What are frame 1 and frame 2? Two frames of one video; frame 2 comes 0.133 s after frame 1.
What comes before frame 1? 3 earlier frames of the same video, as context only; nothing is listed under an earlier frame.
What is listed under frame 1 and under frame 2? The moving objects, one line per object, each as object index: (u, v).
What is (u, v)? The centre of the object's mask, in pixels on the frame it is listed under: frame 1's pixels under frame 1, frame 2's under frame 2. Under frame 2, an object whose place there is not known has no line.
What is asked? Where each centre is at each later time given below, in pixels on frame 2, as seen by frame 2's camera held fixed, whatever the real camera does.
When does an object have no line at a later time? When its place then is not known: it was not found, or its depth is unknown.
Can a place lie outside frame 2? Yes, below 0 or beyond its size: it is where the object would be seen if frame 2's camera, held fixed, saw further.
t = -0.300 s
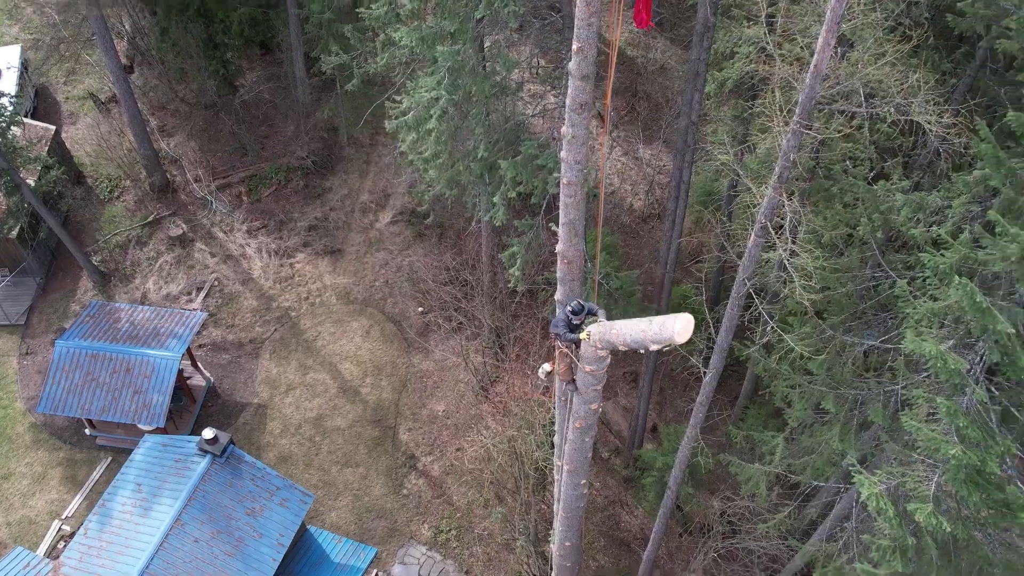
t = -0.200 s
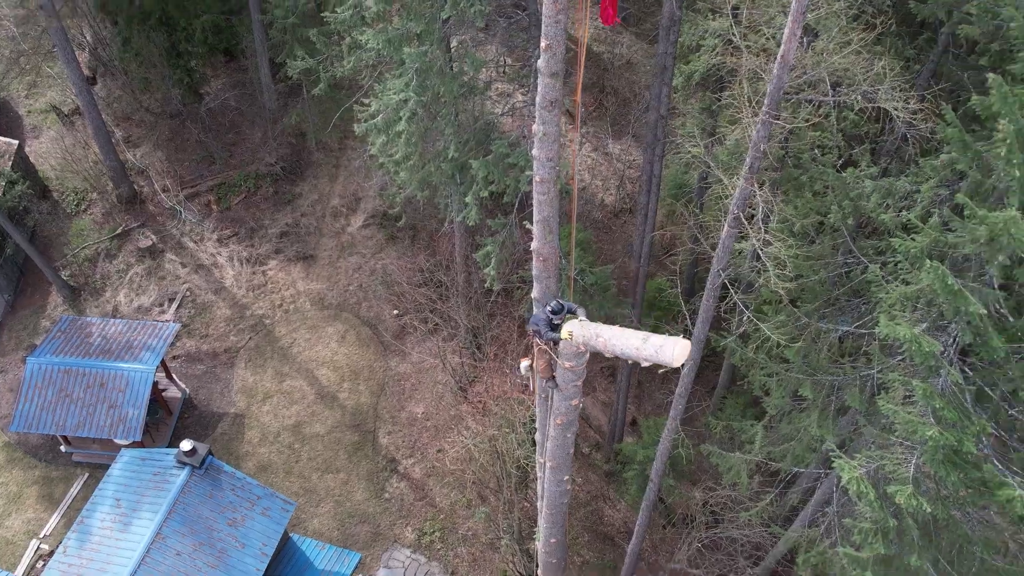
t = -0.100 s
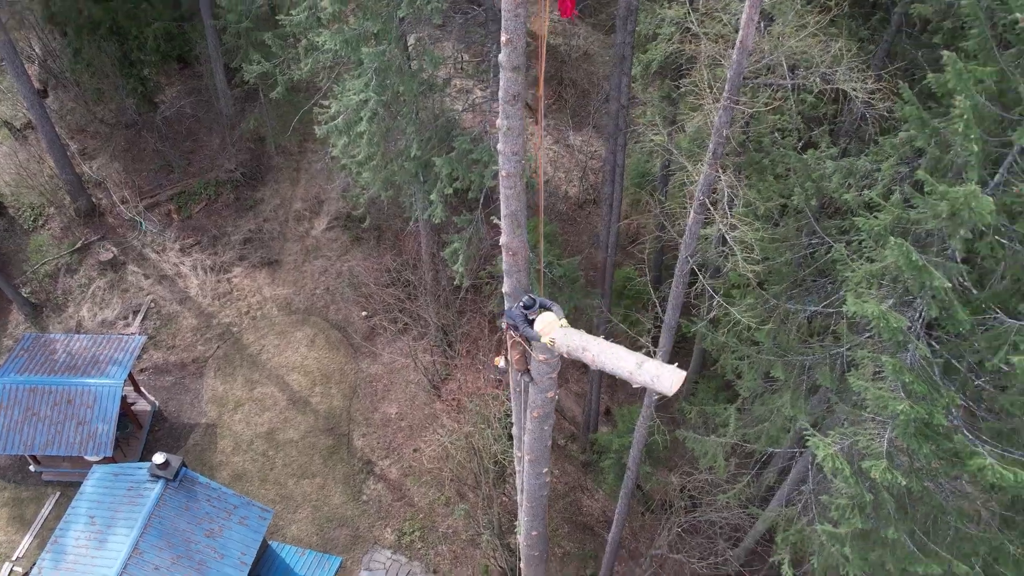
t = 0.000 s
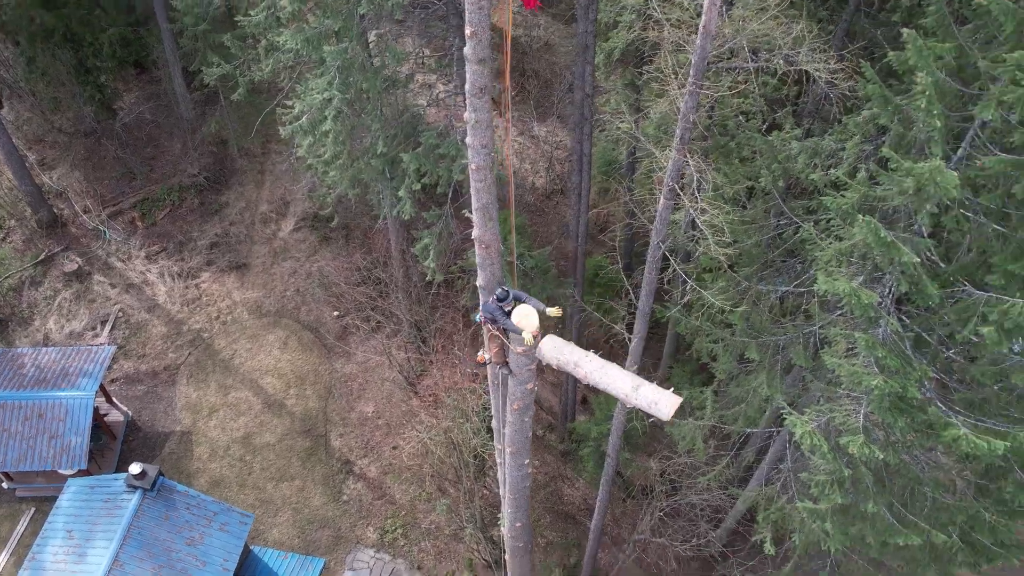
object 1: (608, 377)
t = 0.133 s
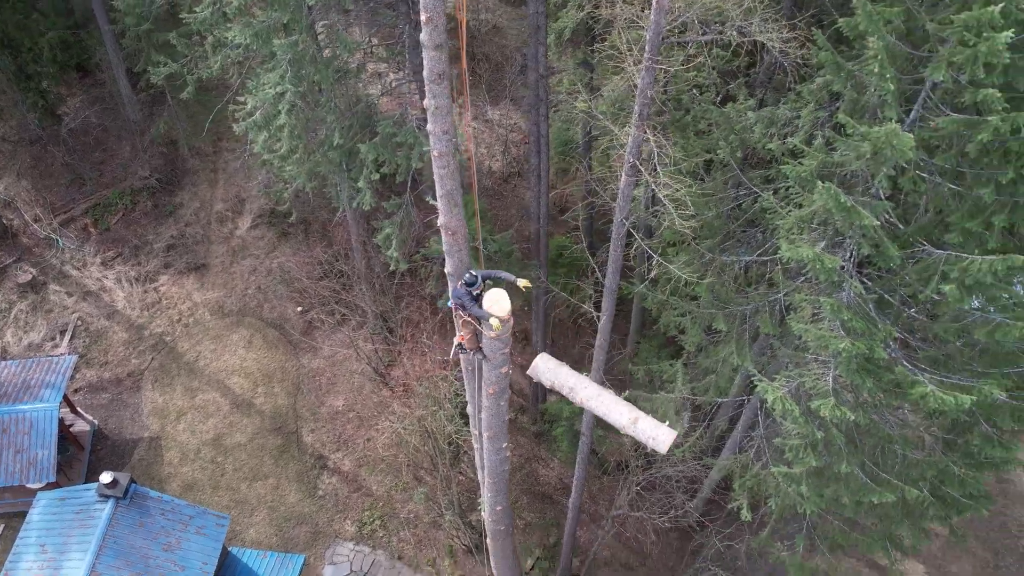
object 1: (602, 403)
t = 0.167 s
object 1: (610, 419)
